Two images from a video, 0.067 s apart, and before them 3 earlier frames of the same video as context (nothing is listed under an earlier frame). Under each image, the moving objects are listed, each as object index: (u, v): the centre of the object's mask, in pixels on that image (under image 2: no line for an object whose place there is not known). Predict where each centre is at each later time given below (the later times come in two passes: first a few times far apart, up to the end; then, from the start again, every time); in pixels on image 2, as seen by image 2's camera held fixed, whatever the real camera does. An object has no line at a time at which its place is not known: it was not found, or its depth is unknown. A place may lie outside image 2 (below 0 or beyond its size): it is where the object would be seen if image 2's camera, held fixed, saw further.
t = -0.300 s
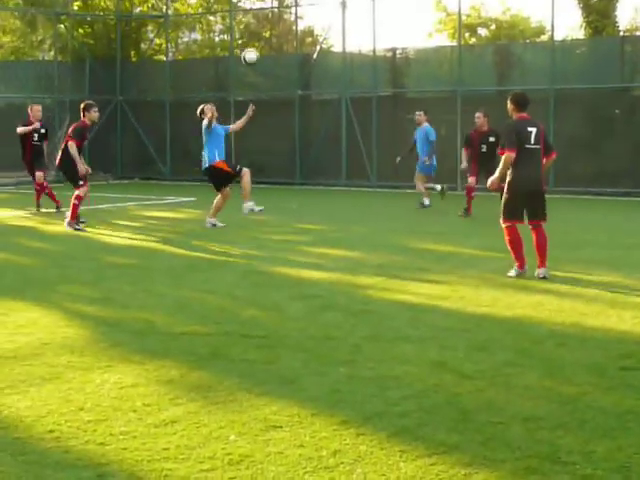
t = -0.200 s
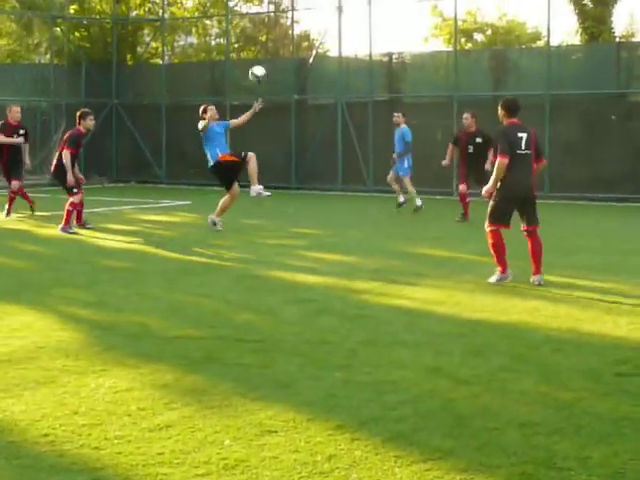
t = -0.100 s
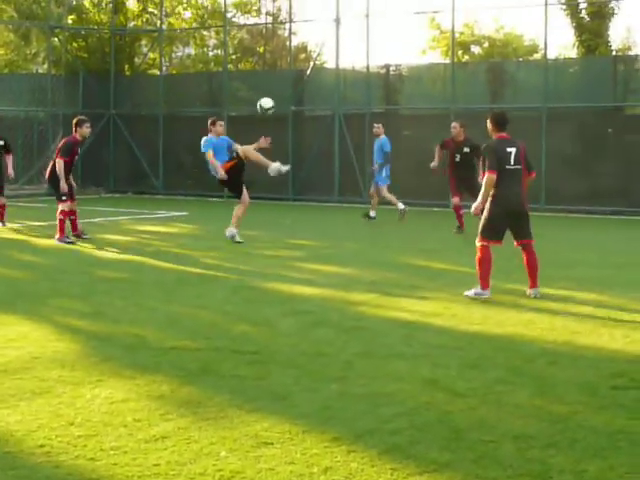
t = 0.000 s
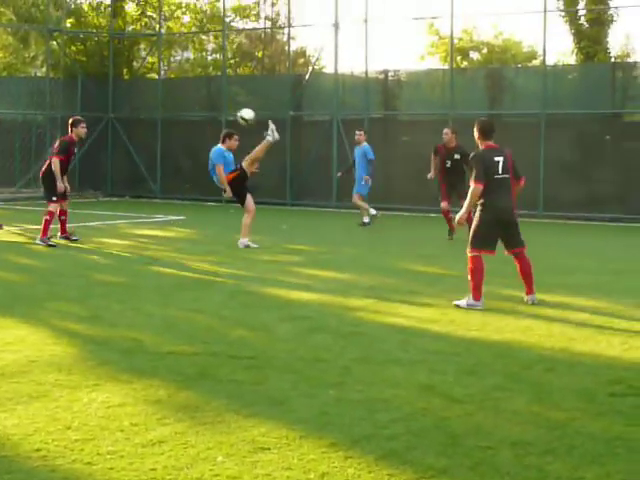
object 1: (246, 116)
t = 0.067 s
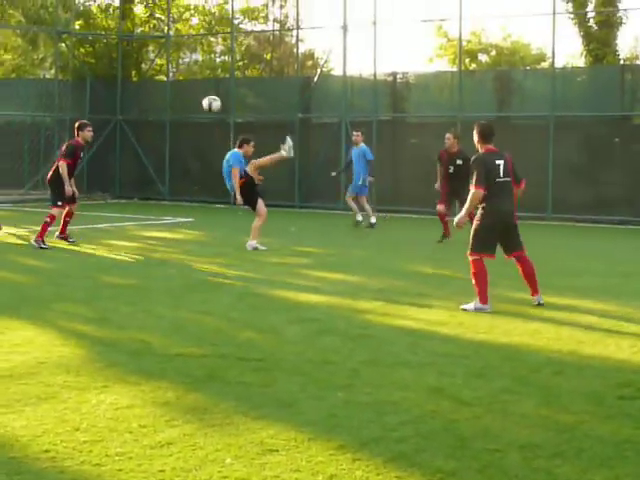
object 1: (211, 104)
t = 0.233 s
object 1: (109, 82)
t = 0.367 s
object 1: (31, 81)
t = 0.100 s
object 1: (190, 97)
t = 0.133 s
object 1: (169, 92)
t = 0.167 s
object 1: (149, 87)
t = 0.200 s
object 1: (128, 83)
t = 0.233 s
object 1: (109, 82)
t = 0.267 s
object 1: (89, 80)
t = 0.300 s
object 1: (68, 80)
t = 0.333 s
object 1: (49, 80)
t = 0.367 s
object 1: (31, 81)
